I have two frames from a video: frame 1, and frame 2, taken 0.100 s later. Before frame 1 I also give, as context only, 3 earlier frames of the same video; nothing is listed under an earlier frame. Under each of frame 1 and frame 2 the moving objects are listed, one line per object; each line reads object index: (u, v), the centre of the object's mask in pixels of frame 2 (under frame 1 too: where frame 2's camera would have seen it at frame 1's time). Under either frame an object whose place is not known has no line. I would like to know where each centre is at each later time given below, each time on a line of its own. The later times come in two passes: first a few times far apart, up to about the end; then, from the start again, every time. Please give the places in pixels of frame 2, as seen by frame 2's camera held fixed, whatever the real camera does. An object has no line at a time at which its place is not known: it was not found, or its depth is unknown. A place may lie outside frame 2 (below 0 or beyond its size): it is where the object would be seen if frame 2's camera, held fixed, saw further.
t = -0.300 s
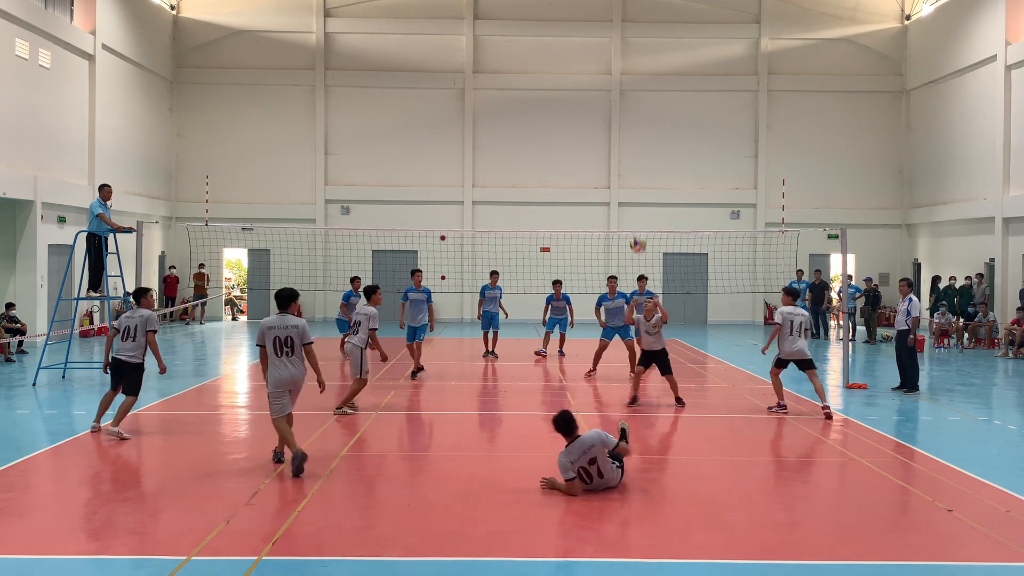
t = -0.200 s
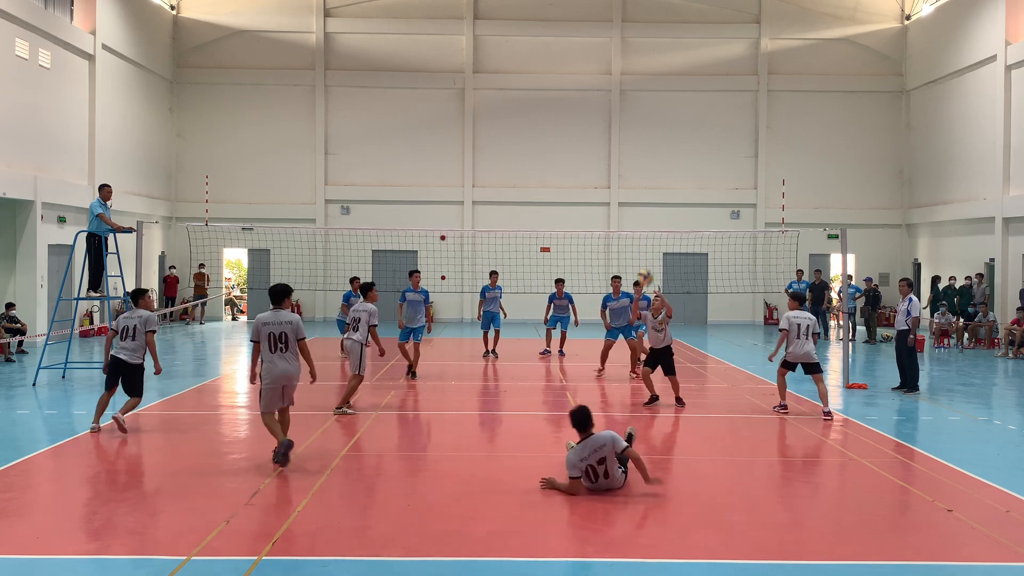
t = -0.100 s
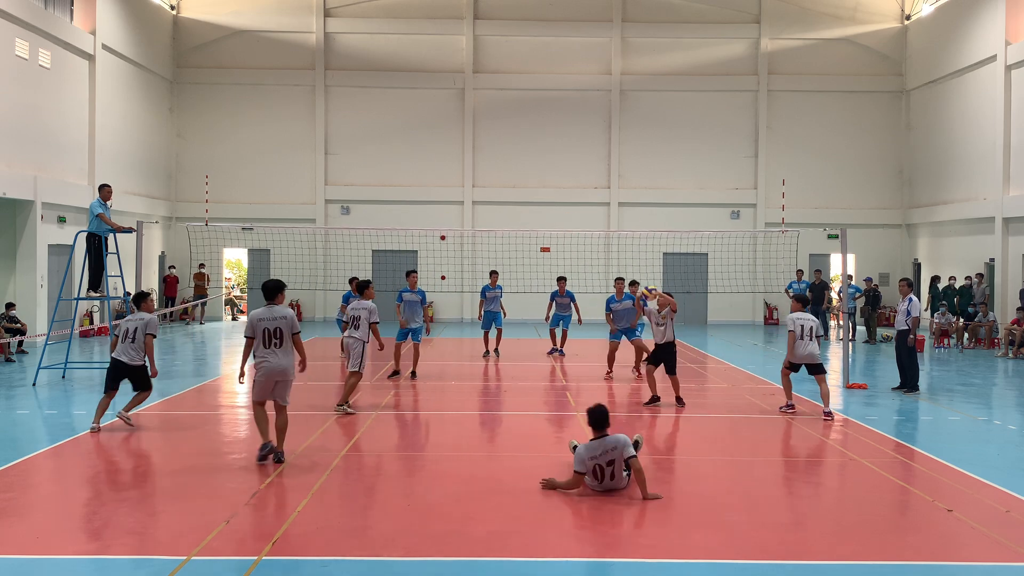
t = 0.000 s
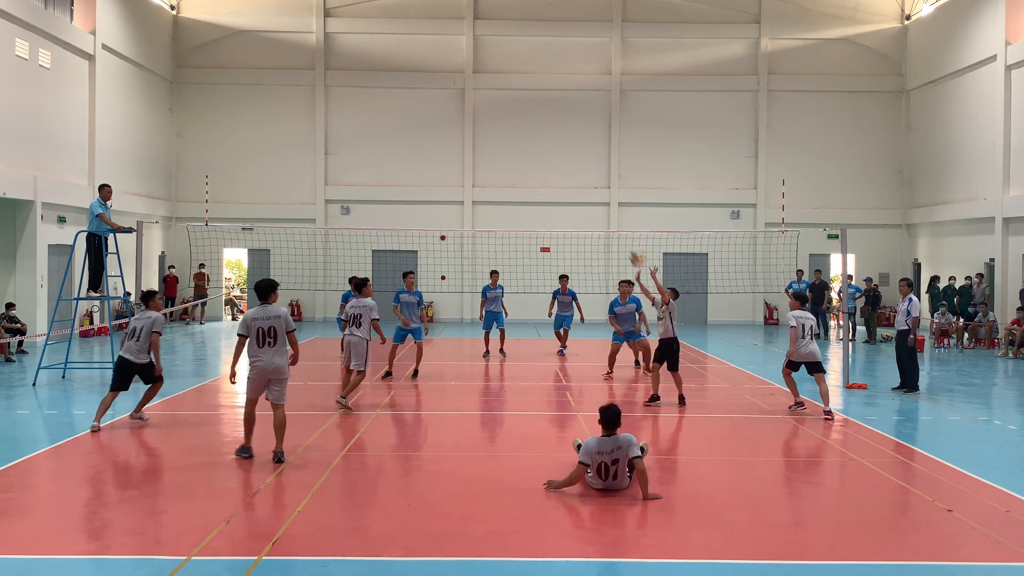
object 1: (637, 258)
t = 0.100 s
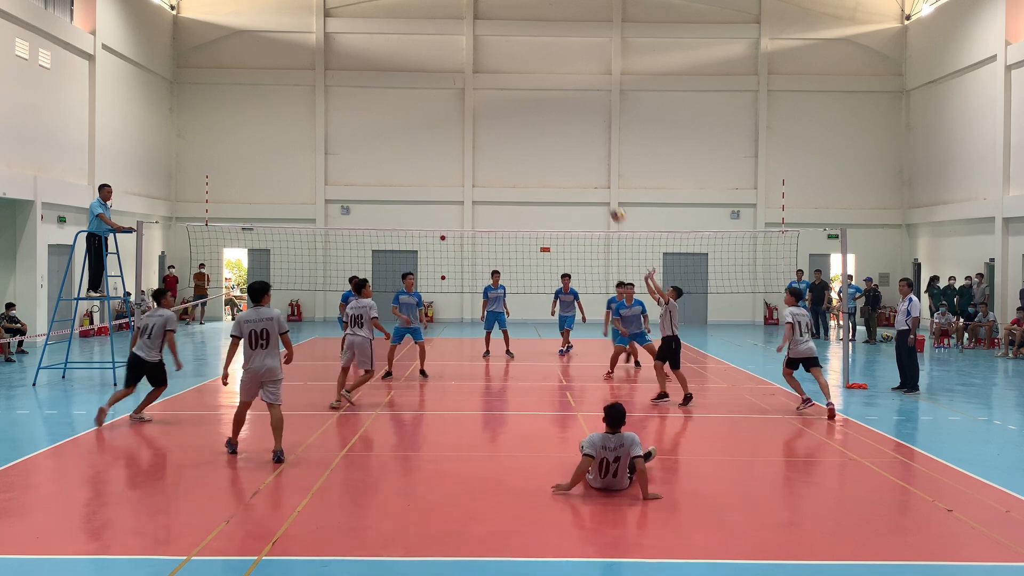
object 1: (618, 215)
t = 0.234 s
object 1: (592, 169)
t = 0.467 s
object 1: (550, 124)
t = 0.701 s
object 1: (509, 119)
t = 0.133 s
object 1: (611, 202)
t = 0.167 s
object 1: (605, 190)
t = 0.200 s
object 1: (599, 180)
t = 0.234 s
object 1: (592, 169)
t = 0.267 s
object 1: (586, 160)
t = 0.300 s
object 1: (580, 152)
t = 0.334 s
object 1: (574, 145)
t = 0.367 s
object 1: (567, 138)
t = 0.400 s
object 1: (562, 133)
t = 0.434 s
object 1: (555, 128)
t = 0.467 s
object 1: (550, 124)
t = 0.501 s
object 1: (543, 121)
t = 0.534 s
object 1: (537, 119)
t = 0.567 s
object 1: (532, 117)
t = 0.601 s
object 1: (526, 117)
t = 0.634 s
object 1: (521, 116)
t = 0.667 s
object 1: (514, 117)
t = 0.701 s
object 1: (509, 119)
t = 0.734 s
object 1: (503, 121)
